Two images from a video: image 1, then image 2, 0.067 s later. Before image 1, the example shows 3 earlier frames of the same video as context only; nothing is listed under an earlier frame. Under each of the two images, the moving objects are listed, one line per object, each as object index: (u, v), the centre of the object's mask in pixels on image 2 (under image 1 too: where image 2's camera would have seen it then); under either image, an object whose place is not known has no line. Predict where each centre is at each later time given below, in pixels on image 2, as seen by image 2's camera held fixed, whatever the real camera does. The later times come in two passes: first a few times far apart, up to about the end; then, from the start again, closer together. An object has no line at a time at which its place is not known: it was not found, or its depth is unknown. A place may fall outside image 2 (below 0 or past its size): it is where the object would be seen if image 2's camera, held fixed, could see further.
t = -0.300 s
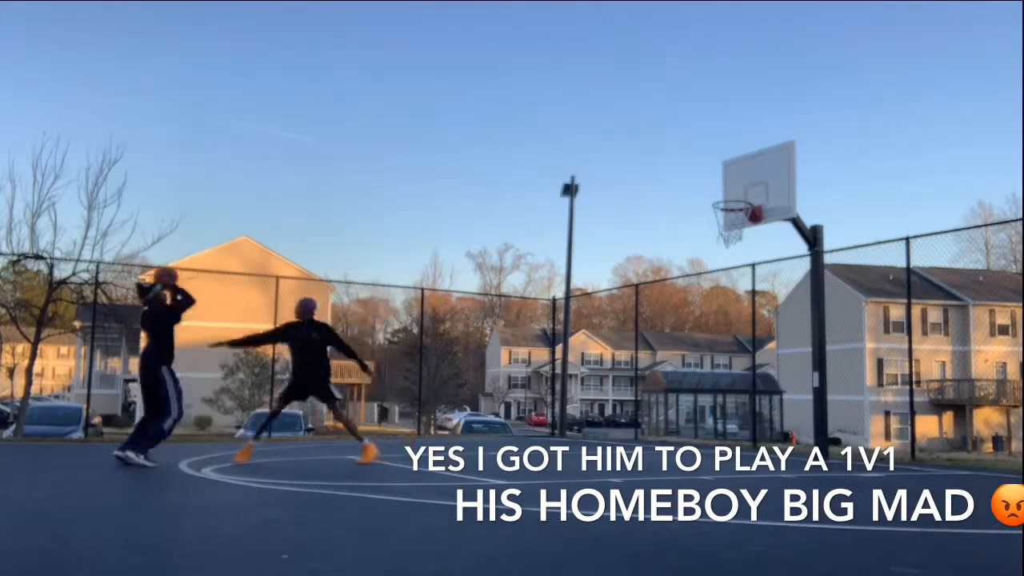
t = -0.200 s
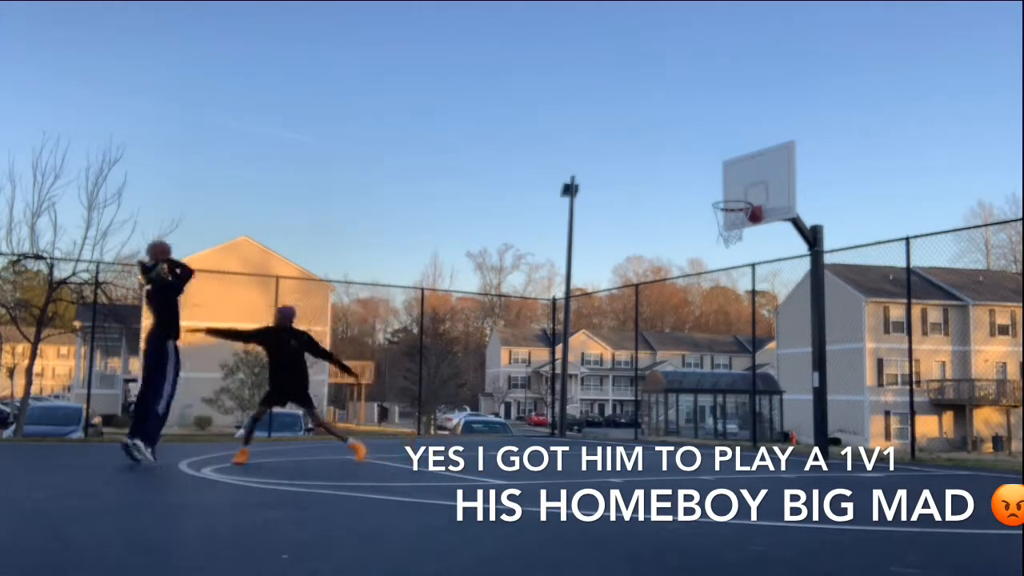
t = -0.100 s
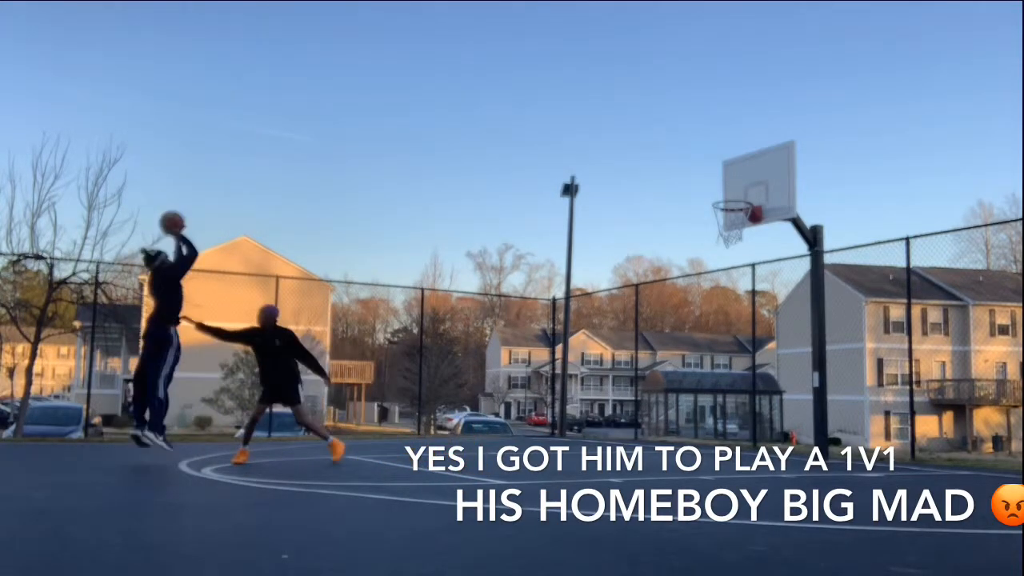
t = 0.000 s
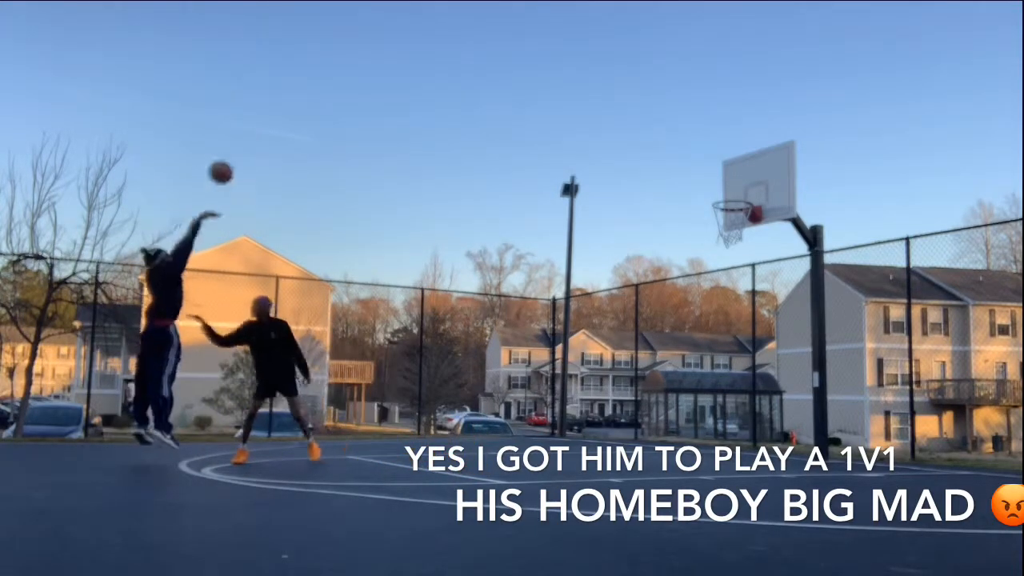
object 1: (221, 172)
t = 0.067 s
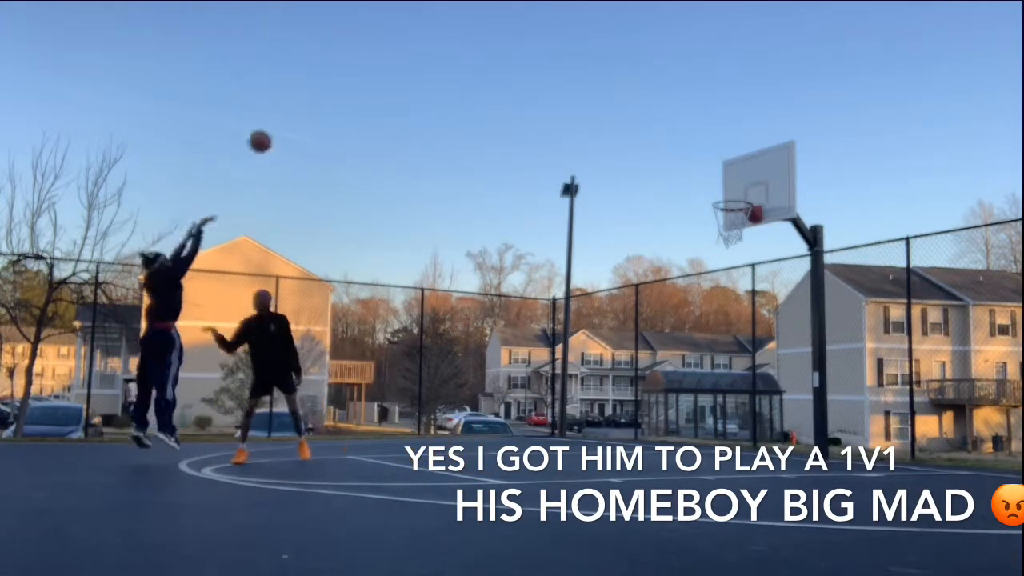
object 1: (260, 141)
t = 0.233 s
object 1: (350, 85)
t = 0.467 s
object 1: (460, 52)
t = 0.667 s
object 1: (545, 60)
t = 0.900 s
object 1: (634, 106)
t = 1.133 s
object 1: (715, 189)
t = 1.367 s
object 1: (739, 159)
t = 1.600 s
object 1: (723, 147)
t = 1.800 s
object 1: (710, 172)
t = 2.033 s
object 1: (694, 245)
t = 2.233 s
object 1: (678, 348)
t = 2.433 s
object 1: (664, 433)
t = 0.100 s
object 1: (279, 127)
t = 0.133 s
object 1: (298, 115)
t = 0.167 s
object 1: (316, 104)
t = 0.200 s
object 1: (333, 94)
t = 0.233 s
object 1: (350, 85)
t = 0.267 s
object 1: (367, 77)
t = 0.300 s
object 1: (383, 71)
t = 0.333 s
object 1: (399, 65)
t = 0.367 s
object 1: (415, 60)
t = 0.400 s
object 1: (431, 56)
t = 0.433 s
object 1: (446, 54)
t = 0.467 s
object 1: (460, 52)
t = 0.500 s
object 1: (475, 51)
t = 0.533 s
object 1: (489, 51)
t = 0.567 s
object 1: (503, 51)
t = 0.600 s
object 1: (517, 54)
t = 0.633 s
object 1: (531, 56)
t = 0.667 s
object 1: (545, 60)
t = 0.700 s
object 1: (558, 64)
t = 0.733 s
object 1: (571, 69)
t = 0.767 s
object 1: (584, 75)
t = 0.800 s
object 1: (597, 82)
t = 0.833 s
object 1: (609, 89)
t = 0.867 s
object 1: (621, 98)
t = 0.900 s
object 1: (634, 106)
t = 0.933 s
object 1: (645, 115)
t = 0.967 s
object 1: (657, 126)
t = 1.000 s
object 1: (669, 137)
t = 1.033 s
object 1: (681, 149)
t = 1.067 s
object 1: (692, 162)
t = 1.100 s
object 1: (703, 175)
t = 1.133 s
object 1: (715, 189)
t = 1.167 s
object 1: (724, 199)
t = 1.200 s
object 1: (731, 191)
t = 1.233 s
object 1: (738, 183)
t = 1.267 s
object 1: (746, 177)
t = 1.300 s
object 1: (743, 170)
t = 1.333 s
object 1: (741, 164)
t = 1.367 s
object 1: (739, 159)
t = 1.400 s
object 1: (736, 155)
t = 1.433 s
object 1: (734, 152)
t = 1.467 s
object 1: (732, 149)
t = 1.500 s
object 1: (730, 147)
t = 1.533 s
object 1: (728, 146)
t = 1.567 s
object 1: (726, 146)
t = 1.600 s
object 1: (723, 147)
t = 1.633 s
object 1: (722, 149)
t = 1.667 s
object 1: (719, 152)
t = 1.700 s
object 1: (717, 155)
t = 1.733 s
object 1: (715, 160)
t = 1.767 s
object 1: (713, 166)
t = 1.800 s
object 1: (710, 172)
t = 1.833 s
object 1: (708, 180)
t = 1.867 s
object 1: (706, 188)
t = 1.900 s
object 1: (703, 197)
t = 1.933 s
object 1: (701, 207)
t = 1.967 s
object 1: (699, 219)
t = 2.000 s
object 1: (696, 231)
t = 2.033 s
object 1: (694, 245)
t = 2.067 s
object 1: (692, 259)
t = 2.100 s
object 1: (689, 275)
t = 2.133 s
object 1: (686, 291)
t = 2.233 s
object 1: (678, 348)
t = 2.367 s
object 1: (664, 440)
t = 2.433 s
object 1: (664, 433)
